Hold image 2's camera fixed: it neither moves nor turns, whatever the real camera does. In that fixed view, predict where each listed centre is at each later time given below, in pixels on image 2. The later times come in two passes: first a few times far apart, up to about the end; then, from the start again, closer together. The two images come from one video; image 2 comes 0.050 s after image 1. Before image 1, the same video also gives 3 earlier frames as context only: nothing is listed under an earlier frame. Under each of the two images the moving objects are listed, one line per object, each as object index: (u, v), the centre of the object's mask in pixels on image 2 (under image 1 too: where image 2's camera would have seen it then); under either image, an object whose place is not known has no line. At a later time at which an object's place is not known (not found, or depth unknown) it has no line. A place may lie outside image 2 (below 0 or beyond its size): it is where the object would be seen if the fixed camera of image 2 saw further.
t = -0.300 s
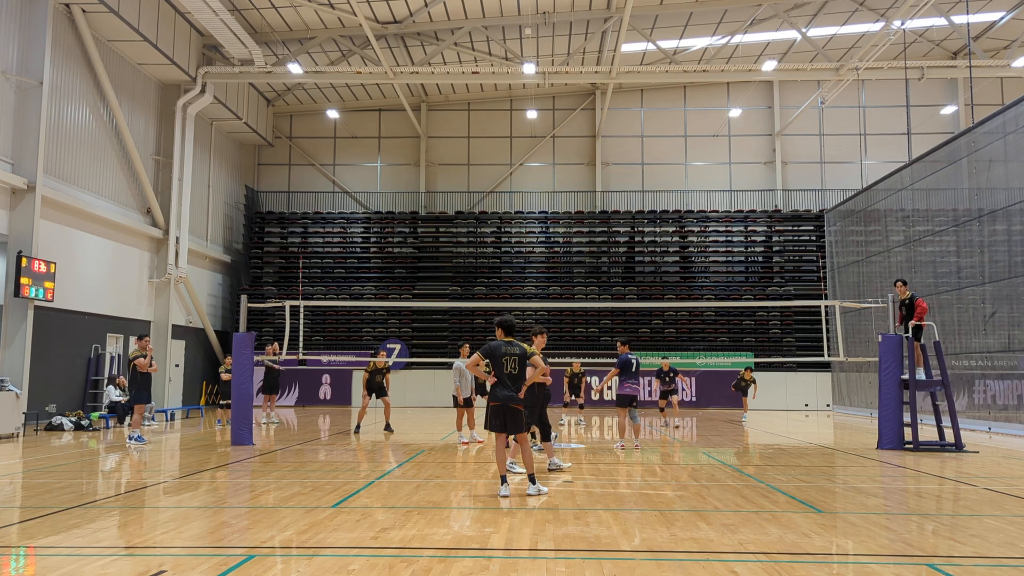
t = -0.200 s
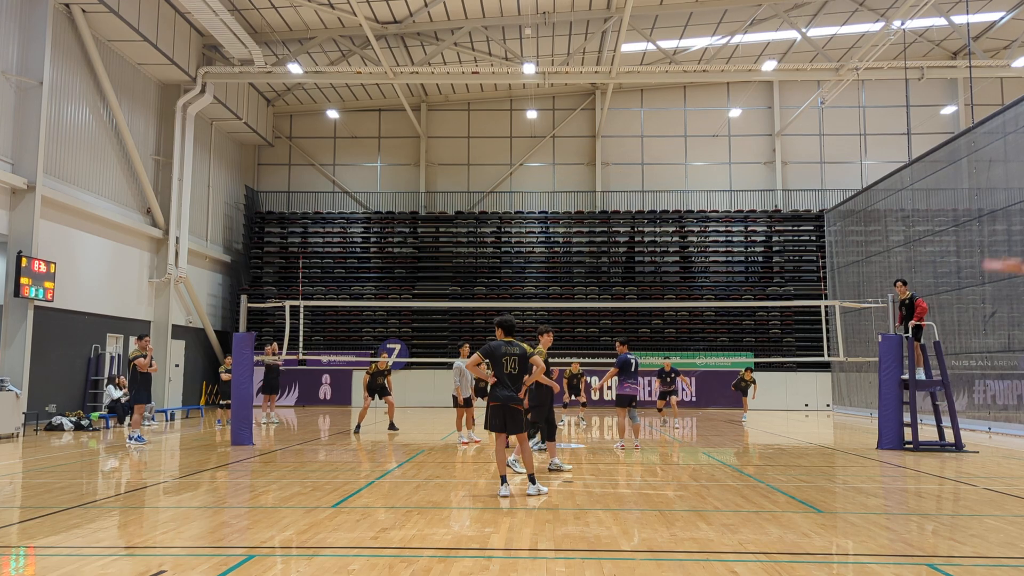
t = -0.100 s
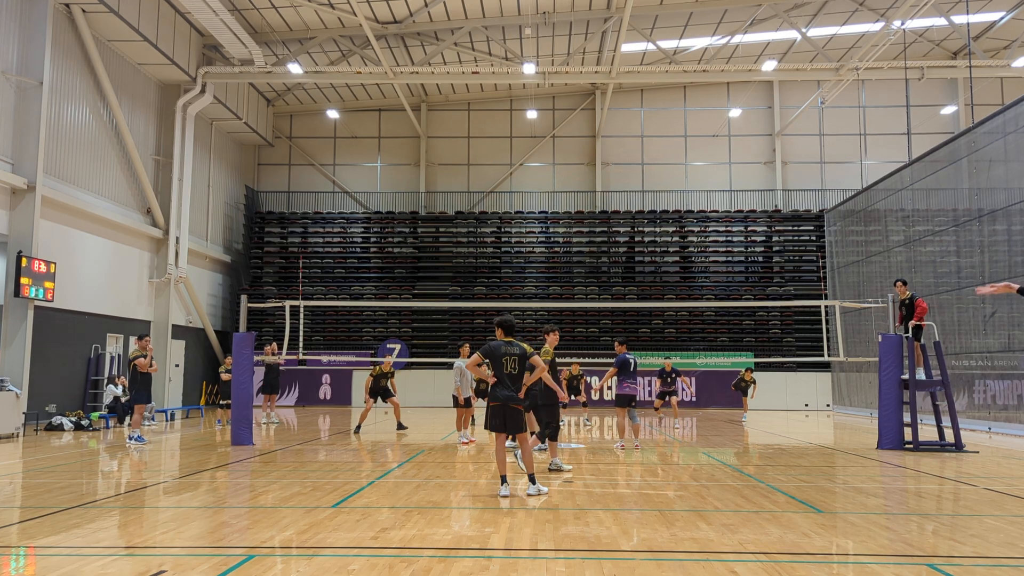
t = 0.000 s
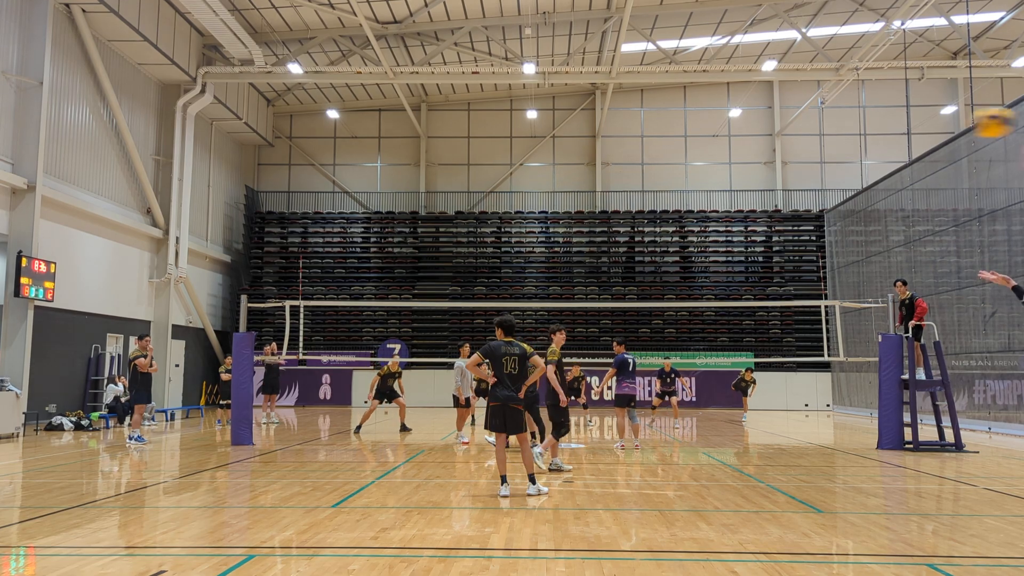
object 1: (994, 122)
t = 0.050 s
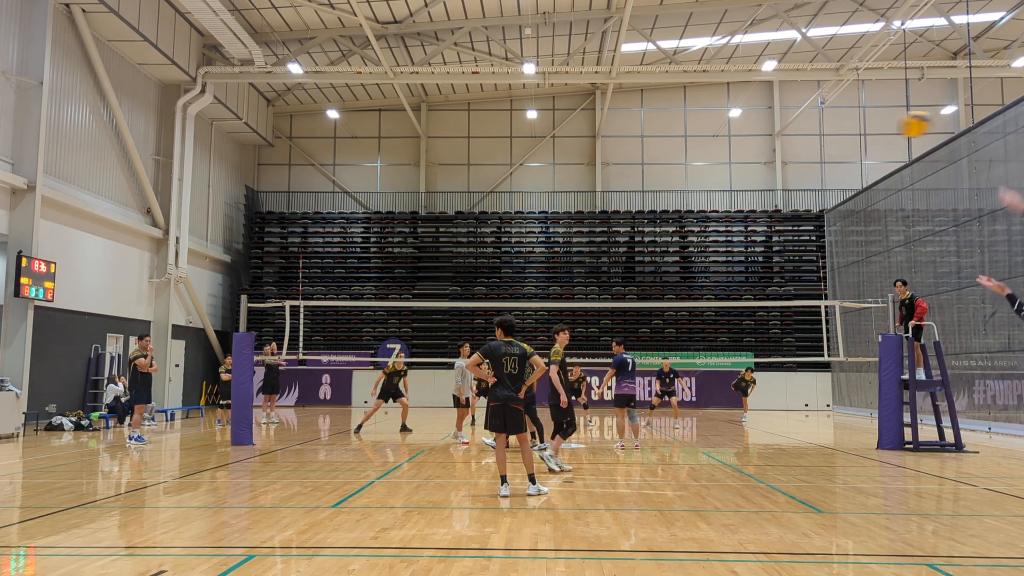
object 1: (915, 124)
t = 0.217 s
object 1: (751, 141)
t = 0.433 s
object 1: (636, 185)
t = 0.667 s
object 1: (565, 235)
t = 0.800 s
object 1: (538, 264)
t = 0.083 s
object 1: (872, 126)
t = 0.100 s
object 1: (853, 127)
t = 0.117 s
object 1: (836, 129)
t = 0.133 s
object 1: (819, 131)
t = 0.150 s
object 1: (804, 133)
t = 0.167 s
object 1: (789, 135)
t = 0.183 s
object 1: (776, 137)
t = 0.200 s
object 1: (763, 138)
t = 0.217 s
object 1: (751, 141)
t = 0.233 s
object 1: (739, 144)
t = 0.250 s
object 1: (728, 147)
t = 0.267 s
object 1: (718, 150)
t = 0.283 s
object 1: (708, 154)
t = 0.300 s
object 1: (700, 157)
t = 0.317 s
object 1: (690, 160)
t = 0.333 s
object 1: (682, 164)
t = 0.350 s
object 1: (673, 168)
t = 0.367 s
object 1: (665, 171)
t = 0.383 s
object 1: (657, 174)
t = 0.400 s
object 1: (650, 178)
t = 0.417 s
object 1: (643, 181)
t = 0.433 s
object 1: (636, 185)
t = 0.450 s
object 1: (630, 188)
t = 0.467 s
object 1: (623, 192)
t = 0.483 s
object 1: (617, 195)
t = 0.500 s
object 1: (611, 199)
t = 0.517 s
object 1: (605, 203)
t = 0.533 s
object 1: (600, 207)
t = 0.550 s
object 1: (595, 211)
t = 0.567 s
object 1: (590, 214)
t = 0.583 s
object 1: (585, 217)
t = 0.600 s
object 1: (581, 220)
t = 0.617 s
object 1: (576, 224)
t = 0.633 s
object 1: (572, 228)
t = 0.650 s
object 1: (568, 231)
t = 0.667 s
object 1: (565, 235)
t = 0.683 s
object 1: (561, 238)
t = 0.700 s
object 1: (557, 242)
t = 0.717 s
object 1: (554, 246)
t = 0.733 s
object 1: (551, 249)
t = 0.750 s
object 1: (547, 253)
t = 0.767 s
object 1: (544, 257)
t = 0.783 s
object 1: (541, 260)
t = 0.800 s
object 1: (538, 264)
